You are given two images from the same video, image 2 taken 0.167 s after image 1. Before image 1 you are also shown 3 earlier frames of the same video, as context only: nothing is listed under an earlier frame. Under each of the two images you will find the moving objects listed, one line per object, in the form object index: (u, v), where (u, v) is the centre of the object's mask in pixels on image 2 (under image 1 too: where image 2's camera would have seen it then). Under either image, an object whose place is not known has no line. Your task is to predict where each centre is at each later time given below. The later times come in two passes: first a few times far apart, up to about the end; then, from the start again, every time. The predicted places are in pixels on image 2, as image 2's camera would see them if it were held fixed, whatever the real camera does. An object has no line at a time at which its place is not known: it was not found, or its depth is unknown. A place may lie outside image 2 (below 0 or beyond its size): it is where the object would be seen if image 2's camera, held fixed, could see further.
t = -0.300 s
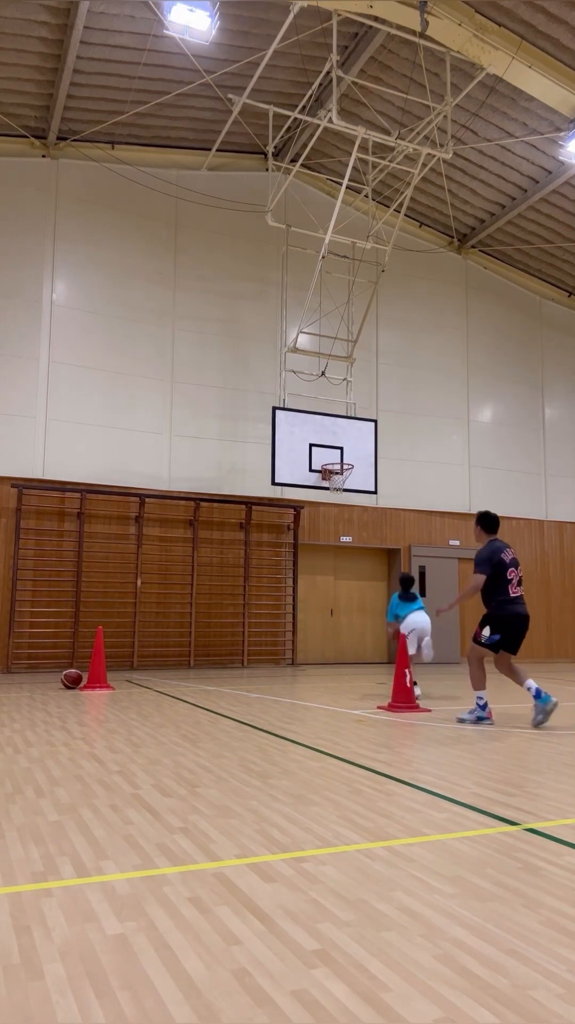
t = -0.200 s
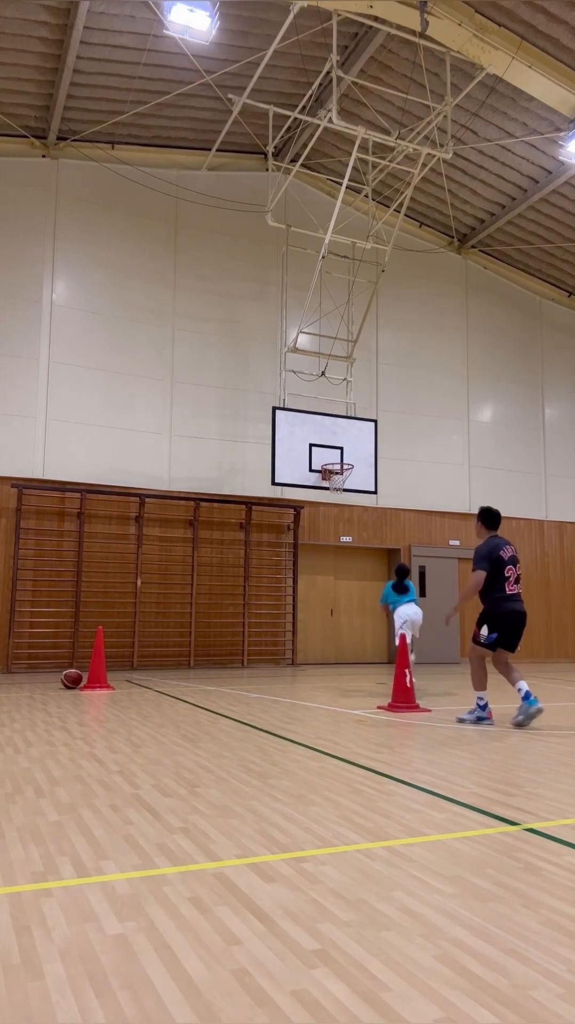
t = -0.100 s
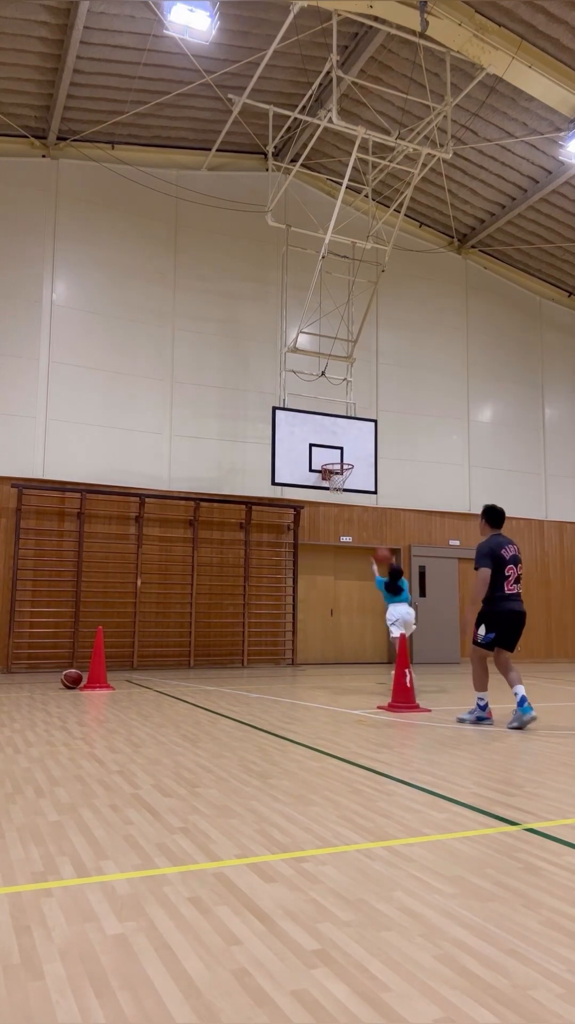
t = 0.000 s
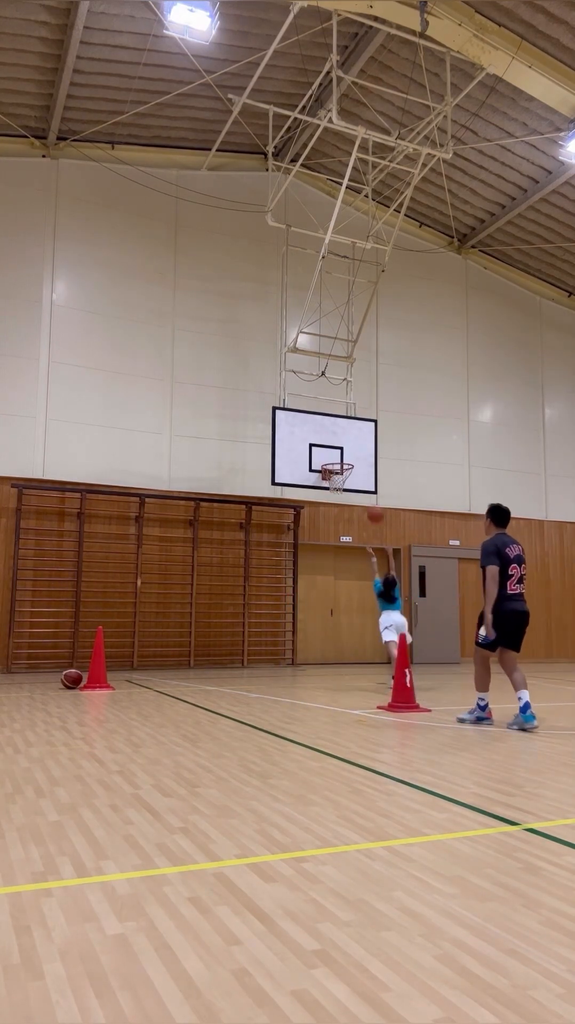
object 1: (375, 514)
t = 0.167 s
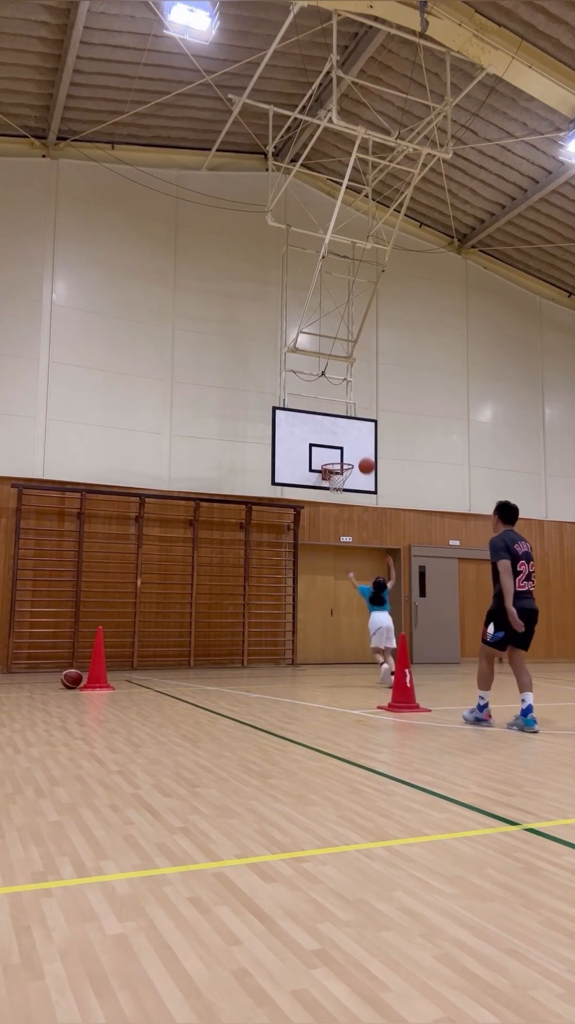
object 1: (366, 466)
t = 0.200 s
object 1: (365, 459)
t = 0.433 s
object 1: (354, 436)
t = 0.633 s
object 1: (346, 445)
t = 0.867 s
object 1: (335, 478)
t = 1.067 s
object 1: (335, 487)
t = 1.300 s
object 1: (340, 520)
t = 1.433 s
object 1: (342, 555)
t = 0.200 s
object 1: (365, 459)
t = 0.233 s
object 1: (363, 453)
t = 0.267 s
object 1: (362, 448)
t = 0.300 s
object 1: (360, 444)
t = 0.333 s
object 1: (359, 441)
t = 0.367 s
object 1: (357, 438)
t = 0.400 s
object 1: (356, 437)
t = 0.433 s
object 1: (354, 436)
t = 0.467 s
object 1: (353, 436)
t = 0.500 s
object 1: (351, 436)
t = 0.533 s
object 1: (350, 438)
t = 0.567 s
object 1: (349, 440)
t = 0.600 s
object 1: (347, 442)
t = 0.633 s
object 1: (346, 445)
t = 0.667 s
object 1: (345, 450)
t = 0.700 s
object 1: (344, 454)
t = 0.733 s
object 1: (342, 460)
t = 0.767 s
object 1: (341, 466)
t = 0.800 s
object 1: (339, 472)
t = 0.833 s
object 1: (338, 475)
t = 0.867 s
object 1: (335, 478)
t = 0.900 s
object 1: (333, 483)
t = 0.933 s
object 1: (332, 484)
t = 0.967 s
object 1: (333, 484)
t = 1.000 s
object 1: (333, 484)
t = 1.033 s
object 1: (334, 486)
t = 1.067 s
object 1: (335, 487)
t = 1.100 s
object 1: (335, 490)
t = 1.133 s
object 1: (336, 494)
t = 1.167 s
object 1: (337, 497)
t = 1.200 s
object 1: (337, 502)
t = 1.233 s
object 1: (338, 508)
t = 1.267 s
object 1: (339, 515)
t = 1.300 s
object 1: (340, 520)
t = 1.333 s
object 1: (340, 528)
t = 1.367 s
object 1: (341, 537)
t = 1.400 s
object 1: (341, 547)
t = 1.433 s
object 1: (342, 555)
